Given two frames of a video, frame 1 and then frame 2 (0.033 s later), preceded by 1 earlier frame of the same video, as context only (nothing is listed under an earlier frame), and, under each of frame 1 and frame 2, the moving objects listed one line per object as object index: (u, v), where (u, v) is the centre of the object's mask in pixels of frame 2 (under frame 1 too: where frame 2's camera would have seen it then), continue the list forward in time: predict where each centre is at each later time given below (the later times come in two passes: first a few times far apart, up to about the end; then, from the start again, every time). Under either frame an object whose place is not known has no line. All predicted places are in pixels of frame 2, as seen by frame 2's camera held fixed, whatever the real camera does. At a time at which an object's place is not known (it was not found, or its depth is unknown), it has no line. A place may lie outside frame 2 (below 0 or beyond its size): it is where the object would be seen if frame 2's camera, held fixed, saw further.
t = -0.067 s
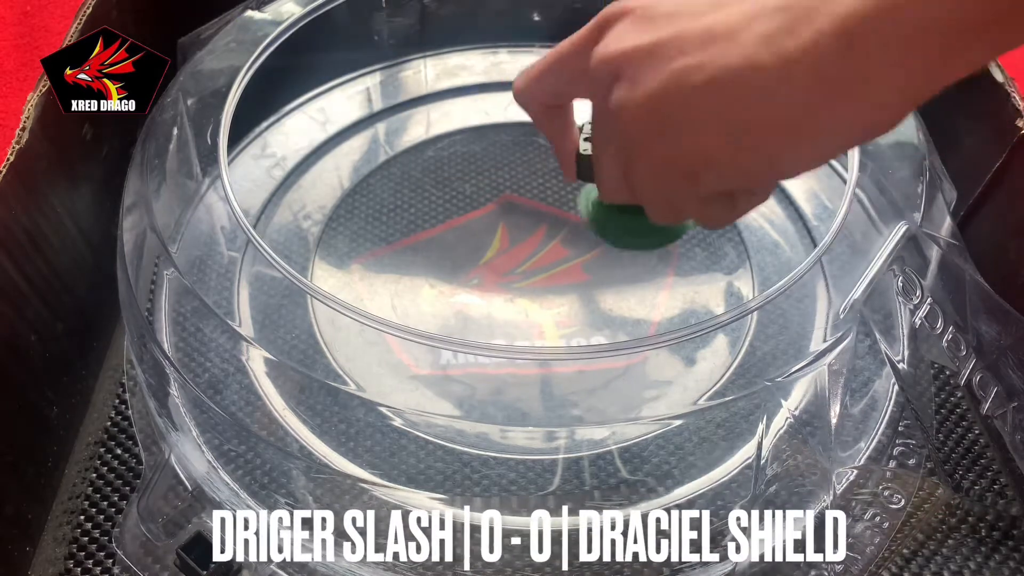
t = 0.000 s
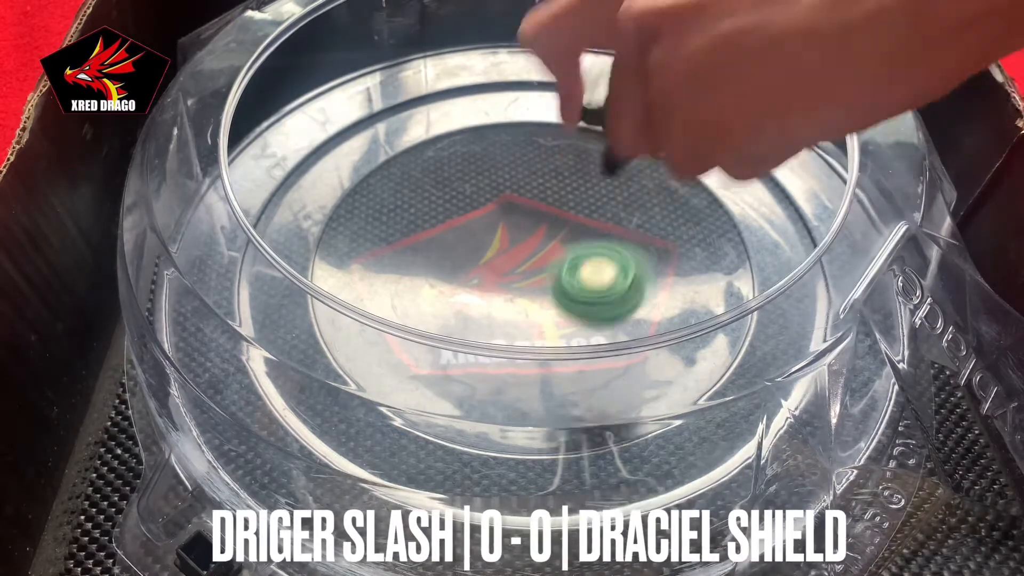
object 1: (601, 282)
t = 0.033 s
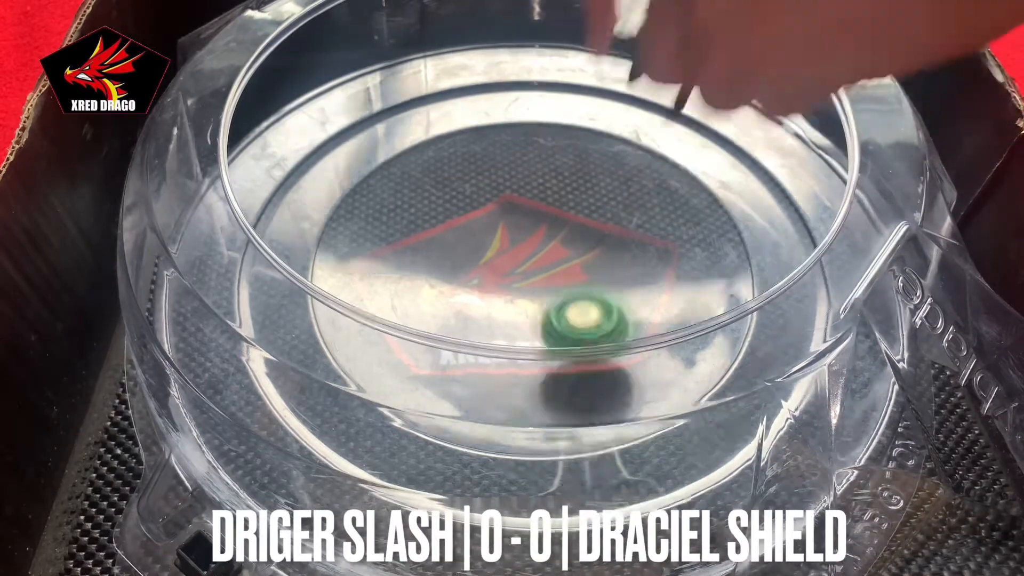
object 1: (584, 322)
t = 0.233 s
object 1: (529, 232)
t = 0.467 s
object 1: (459, 246)
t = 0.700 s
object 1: (514, 336)
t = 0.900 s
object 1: (613, 250)
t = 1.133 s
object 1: (477, 161)
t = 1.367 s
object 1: (355, 259)
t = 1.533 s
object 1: (466, 353)
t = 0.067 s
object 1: (578, 295)
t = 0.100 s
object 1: (573, 279)
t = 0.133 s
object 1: (565, 276)
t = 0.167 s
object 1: (555, 256)
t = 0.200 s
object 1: (543, 244)
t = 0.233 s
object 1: (529, 232)
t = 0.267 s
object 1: (516, 222)
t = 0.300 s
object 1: (503, 218)
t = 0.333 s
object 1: (492, 216)
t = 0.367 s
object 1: (482, 218)
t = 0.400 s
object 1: (473, 224)
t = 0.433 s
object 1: (465, 234)
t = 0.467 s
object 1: (459, 246)
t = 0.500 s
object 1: (456, 261)
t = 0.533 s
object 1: (455, 276)
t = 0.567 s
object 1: (459, 295)
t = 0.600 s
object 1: (466, 309)
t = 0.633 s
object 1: (477, 317)
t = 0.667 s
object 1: (492, 330)
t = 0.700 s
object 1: (514, 336)
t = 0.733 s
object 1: (538, 336)
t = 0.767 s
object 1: (561, 325)
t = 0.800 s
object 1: (584, 317)
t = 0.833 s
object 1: (602, 300)
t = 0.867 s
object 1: (611, 273)
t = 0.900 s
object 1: (613, 250)
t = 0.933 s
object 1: (606, 227)
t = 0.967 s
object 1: (593, 204)
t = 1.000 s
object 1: (577, 188)
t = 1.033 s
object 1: (555, 176)
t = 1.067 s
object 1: (532, 167)
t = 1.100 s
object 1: (505, 162)
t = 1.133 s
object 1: (477, 161)
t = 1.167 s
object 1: (450, 164)
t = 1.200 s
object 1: (424, 173)
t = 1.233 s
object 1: (401, 184)
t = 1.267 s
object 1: (381, 199)
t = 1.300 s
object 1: (365, 218)
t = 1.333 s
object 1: (357, 238)
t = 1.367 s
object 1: (355, 259)
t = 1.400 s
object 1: (363, 278)
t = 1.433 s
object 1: (375, 305)
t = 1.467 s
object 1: (400, 324)
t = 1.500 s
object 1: (429, 344)
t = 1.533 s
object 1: (466, 353)
